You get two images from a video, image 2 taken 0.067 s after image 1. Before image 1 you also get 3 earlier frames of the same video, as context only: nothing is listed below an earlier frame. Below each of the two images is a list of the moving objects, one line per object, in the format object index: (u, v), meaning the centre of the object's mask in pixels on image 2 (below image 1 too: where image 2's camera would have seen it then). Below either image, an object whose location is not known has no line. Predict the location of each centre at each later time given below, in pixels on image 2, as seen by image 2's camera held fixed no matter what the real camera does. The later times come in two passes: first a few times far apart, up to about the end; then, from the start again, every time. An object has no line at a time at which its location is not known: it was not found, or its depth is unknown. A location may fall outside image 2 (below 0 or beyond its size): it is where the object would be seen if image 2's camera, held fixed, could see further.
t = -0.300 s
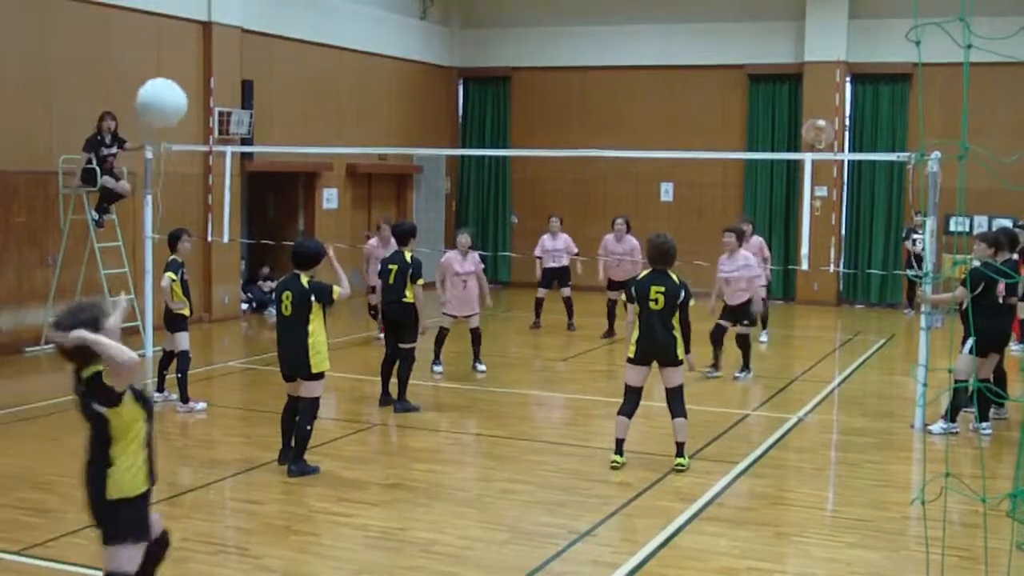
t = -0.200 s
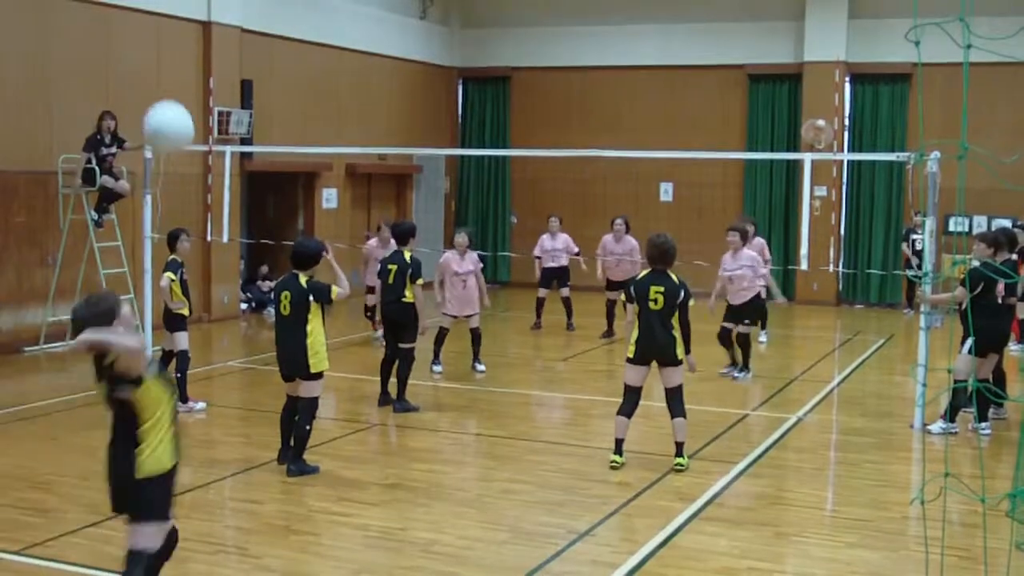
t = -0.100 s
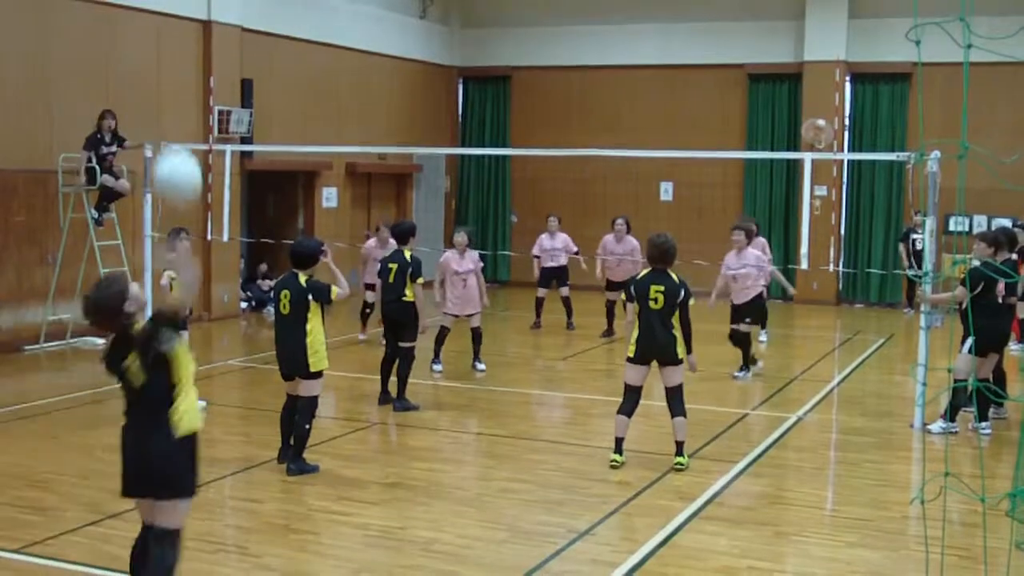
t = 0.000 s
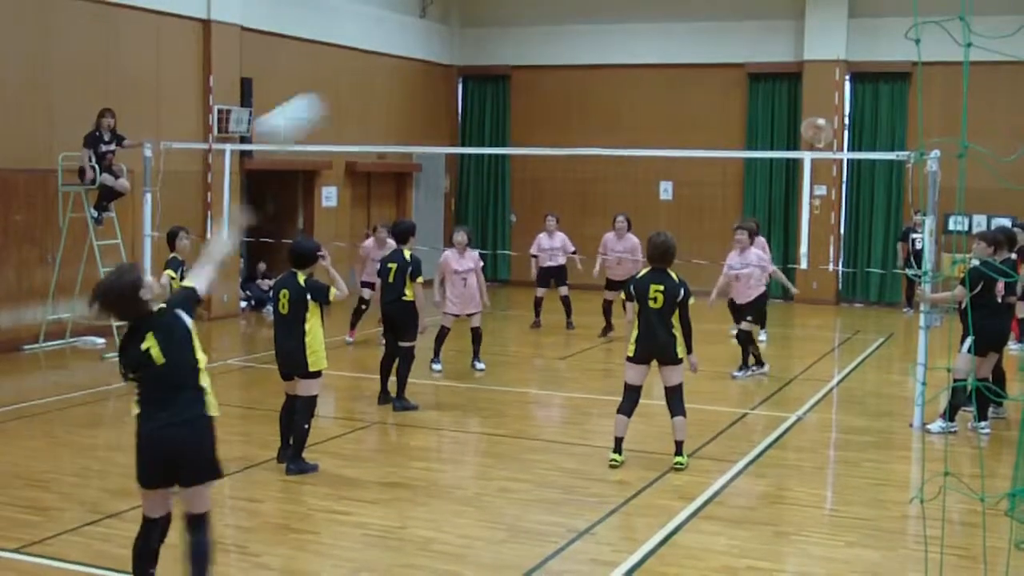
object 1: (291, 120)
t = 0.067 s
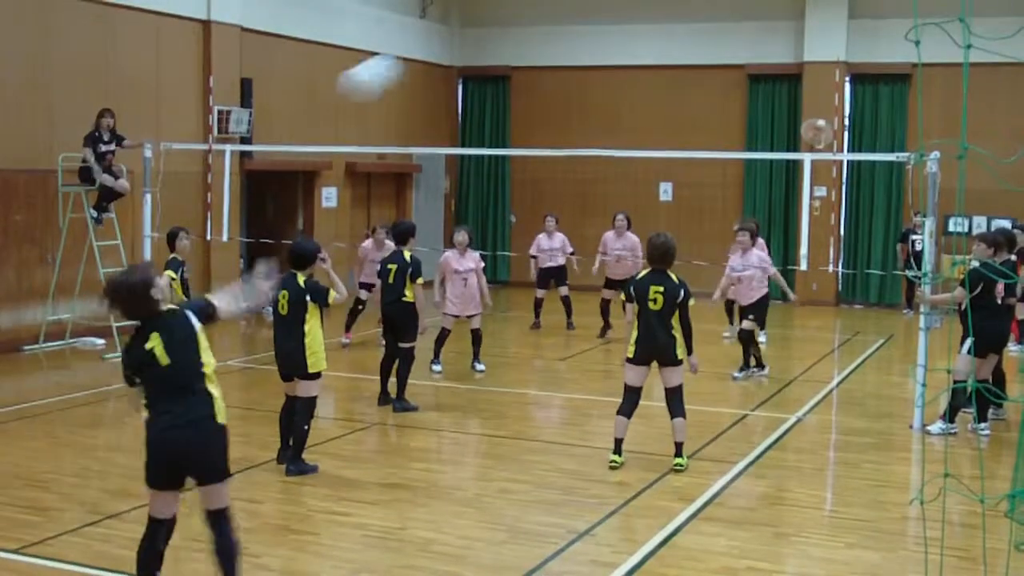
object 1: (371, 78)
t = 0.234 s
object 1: (518, 21)
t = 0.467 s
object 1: (640, 30)
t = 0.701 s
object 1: (716, 89)
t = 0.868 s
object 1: (753, 146)
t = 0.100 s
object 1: (407, 60)
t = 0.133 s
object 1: (441, 42)
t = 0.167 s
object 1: (470, 34)
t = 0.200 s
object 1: (494, 25)
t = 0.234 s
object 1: (518, 21)
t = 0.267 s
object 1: (542, 17)
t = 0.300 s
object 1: (561, 16)
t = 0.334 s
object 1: (580, 17)
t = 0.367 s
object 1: (597, 18)
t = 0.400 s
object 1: (612, 22)
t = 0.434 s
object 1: (626, 26)
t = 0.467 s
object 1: (640, 30)
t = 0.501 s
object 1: (652, 39)
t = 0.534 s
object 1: (664, 42)
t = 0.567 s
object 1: (676, 51)
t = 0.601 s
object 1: (688, 61)
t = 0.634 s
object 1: (698, 69)
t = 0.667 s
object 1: (707, 78)
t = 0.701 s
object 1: (716, 89)
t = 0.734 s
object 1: (724, 100)
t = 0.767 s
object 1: (732, 111)
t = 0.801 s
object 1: (739, 124)
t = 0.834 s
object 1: (746, 136)
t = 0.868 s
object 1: (753, 146)
